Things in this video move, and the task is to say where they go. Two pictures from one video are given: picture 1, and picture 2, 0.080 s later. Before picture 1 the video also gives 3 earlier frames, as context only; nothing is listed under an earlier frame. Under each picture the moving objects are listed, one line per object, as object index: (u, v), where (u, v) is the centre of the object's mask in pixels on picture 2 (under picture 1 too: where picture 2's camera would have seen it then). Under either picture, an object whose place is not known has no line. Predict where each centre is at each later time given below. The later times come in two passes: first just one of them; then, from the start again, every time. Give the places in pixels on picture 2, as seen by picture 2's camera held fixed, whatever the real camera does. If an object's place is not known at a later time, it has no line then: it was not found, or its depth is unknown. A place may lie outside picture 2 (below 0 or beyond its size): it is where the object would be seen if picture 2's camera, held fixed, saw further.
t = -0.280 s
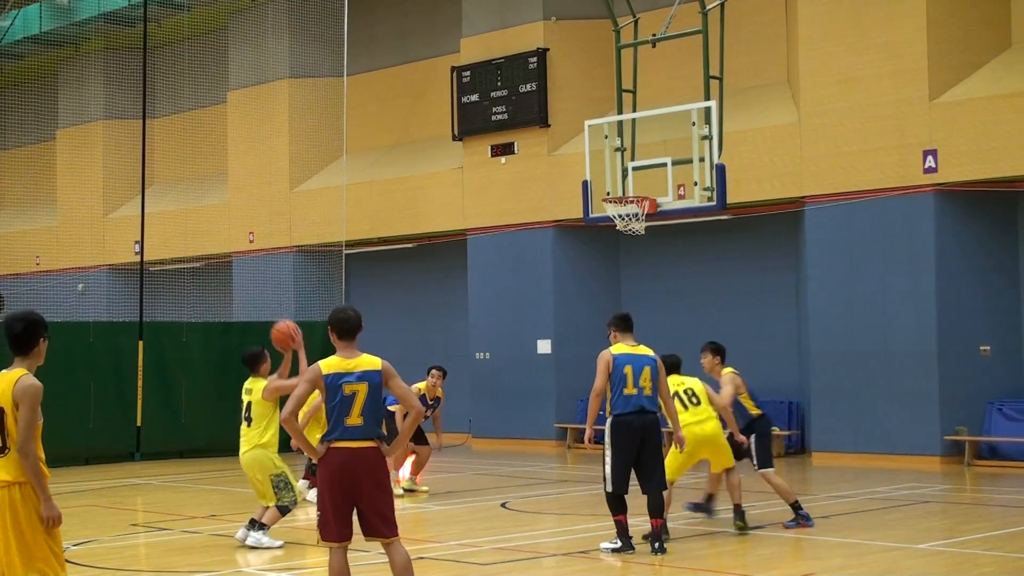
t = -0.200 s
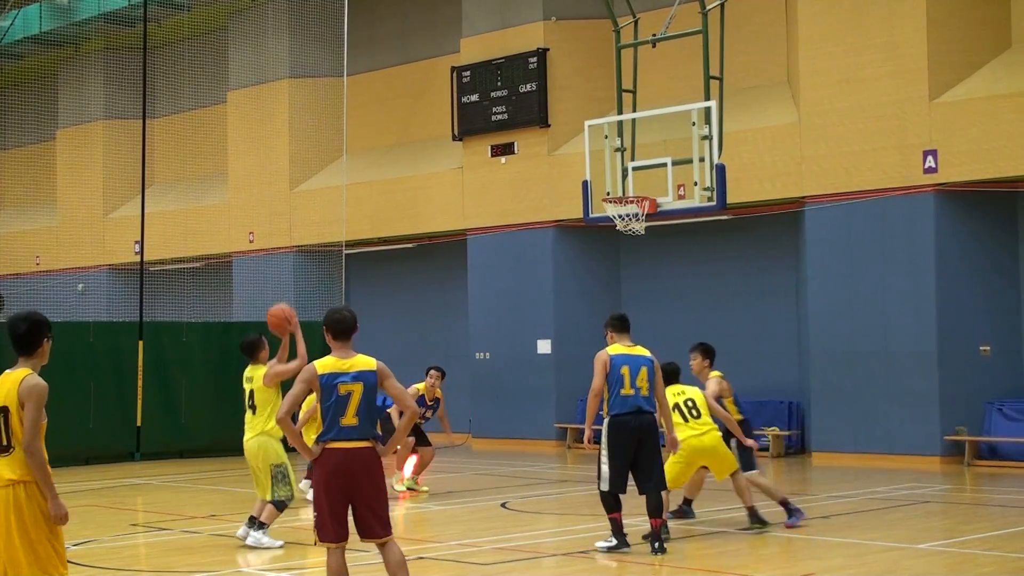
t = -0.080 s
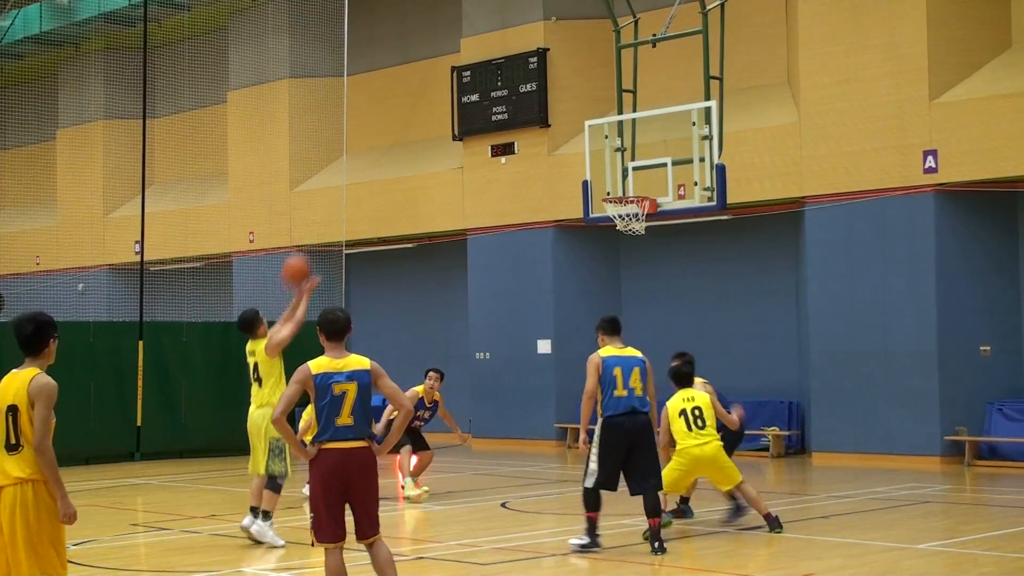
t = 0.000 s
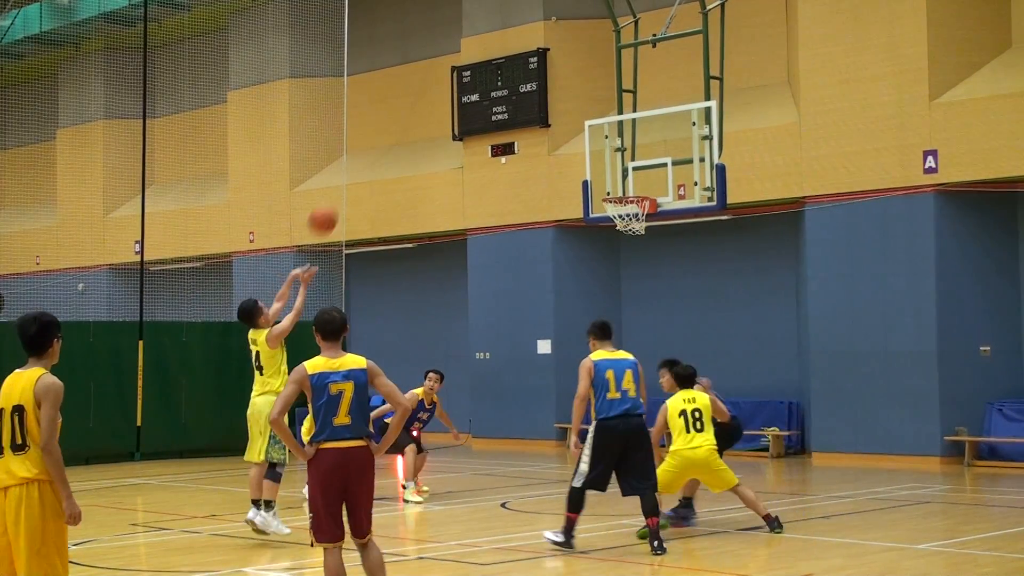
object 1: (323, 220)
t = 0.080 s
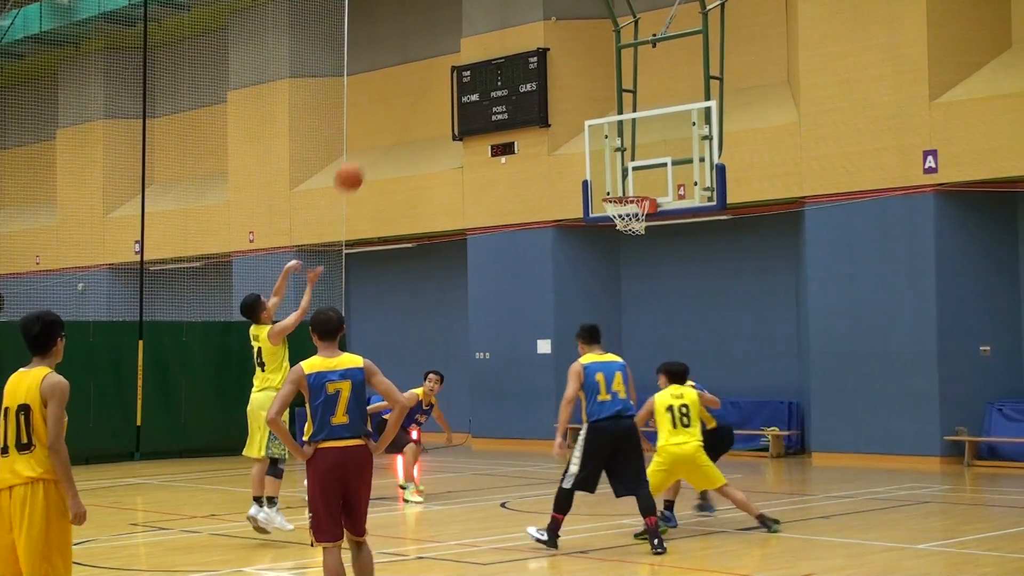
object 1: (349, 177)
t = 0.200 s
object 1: (387, 130)
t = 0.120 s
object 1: (361, 159)
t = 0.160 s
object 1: (374, 144)
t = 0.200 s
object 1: (387, 130)
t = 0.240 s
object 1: (399, 117)
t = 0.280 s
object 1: (411, 108)
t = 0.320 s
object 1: (423, 100)
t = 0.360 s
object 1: (434, 93)
